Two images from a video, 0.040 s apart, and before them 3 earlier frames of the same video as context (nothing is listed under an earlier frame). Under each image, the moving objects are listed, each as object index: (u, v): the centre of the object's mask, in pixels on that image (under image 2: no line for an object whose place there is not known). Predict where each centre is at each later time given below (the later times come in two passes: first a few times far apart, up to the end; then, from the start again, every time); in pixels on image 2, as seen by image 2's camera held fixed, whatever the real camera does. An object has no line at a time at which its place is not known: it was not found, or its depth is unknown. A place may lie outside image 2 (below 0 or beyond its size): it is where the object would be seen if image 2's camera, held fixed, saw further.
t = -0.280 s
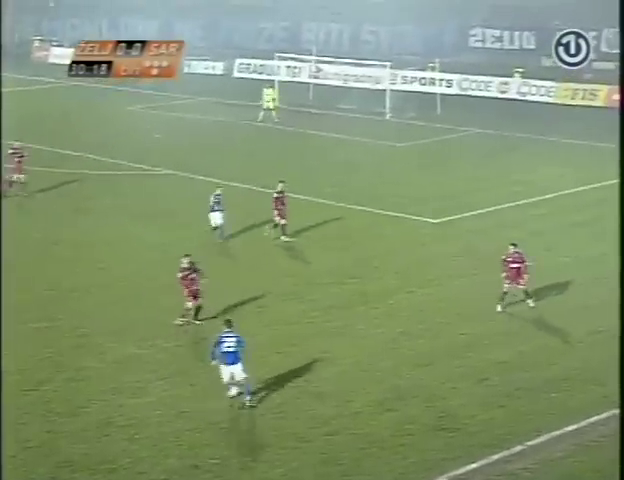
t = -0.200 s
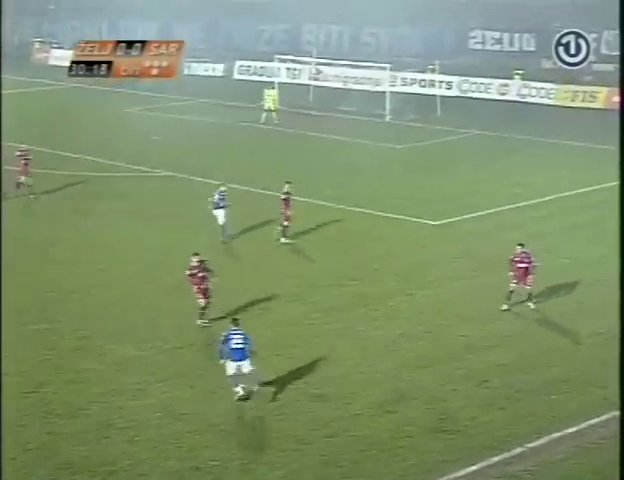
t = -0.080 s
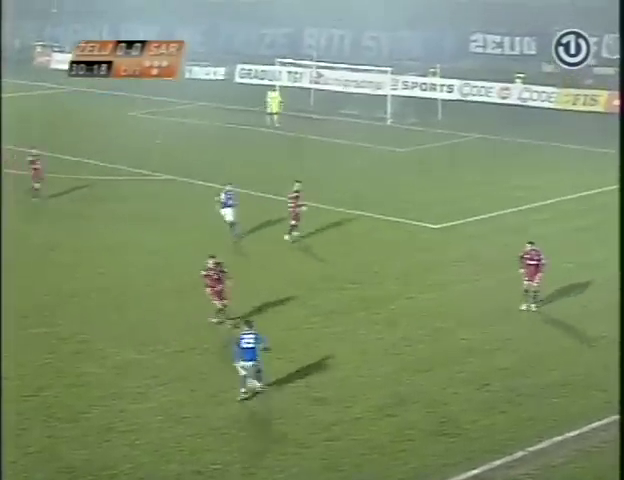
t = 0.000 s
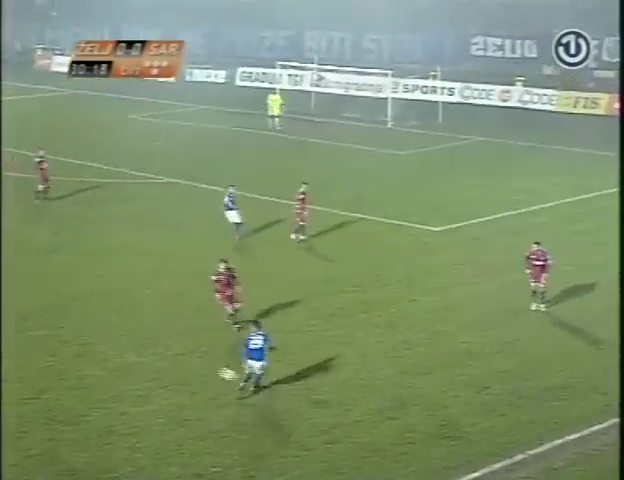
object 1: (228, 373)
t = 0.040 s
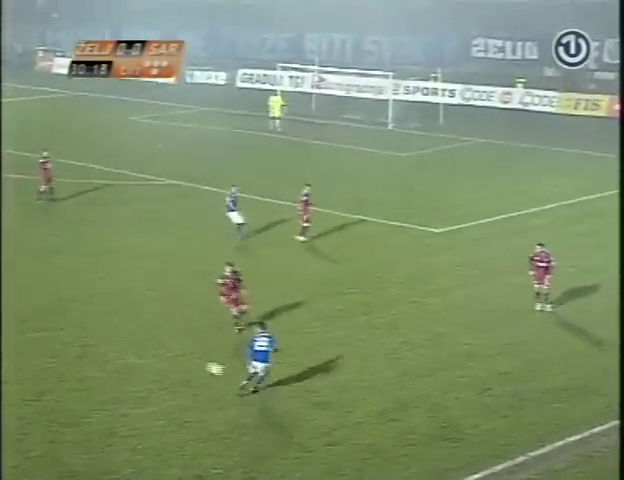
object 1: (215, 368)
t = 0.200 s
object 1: (172, 344)
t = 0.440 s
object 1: (116, 314)
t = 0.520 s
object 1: (100, 310)
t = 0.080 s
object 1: (205, 362)
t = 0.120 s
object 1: (191, 357)
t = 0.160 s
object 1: (181, 350)
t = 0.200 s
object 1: (172, 344)
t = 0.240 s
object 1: (161, 340)
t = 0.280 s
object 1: (151, 335)
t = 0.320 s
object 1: (142, 329)
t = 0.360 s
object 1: (133, 323)
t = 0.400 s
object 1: (125, 319)
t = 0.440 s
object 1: (116, 314)
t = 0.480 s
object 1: (106, 313)
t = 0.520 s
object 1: (100, 310)
